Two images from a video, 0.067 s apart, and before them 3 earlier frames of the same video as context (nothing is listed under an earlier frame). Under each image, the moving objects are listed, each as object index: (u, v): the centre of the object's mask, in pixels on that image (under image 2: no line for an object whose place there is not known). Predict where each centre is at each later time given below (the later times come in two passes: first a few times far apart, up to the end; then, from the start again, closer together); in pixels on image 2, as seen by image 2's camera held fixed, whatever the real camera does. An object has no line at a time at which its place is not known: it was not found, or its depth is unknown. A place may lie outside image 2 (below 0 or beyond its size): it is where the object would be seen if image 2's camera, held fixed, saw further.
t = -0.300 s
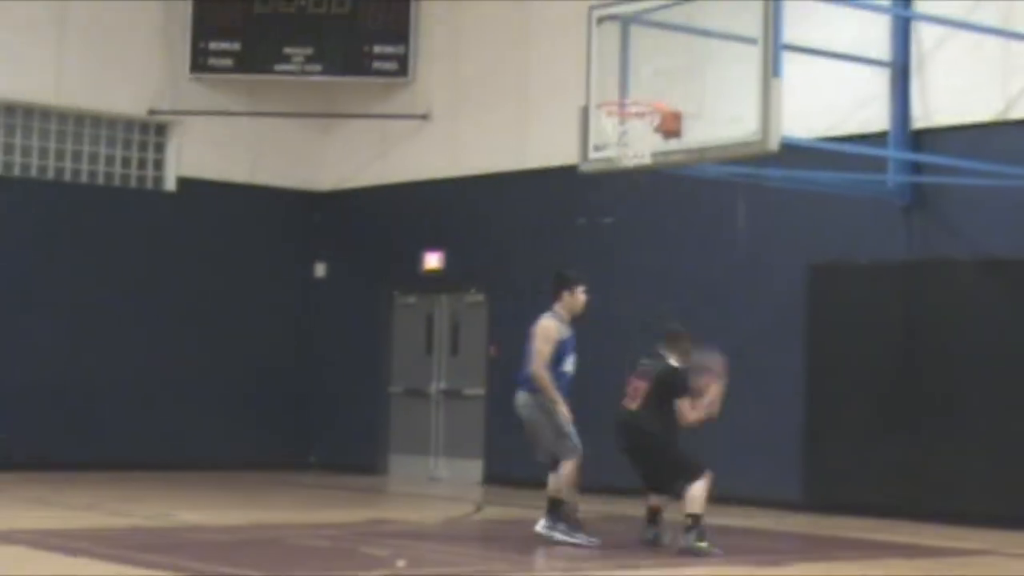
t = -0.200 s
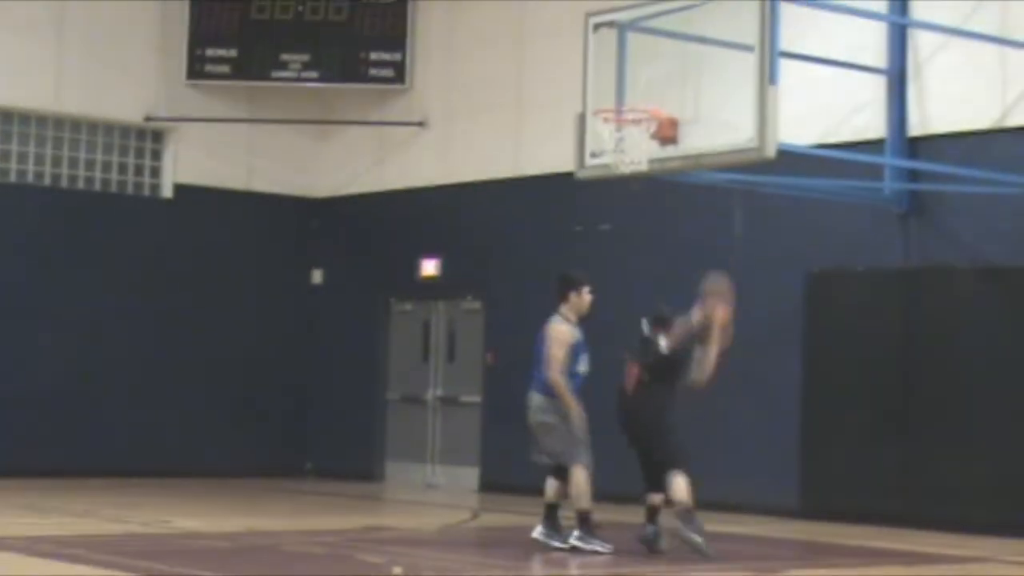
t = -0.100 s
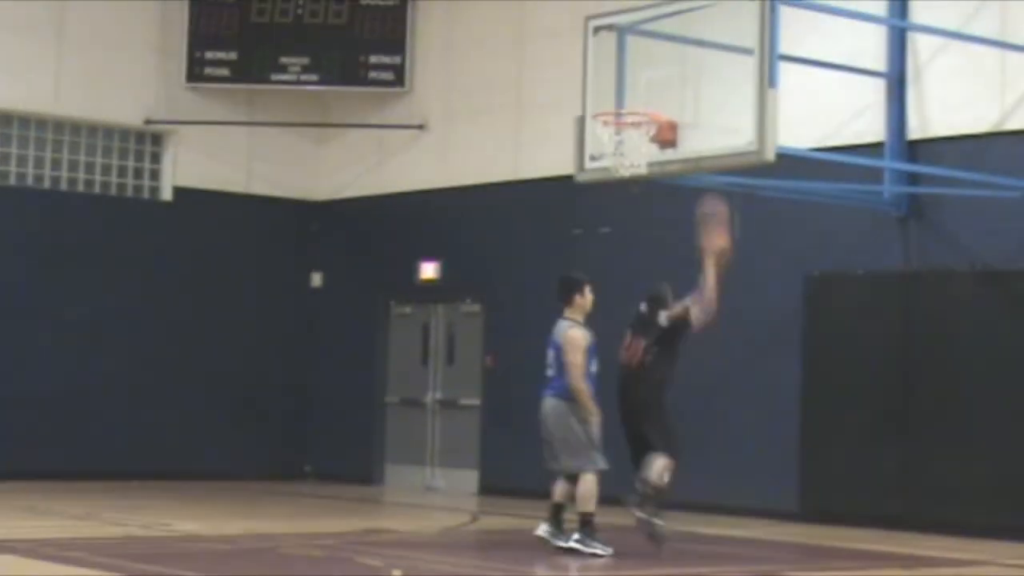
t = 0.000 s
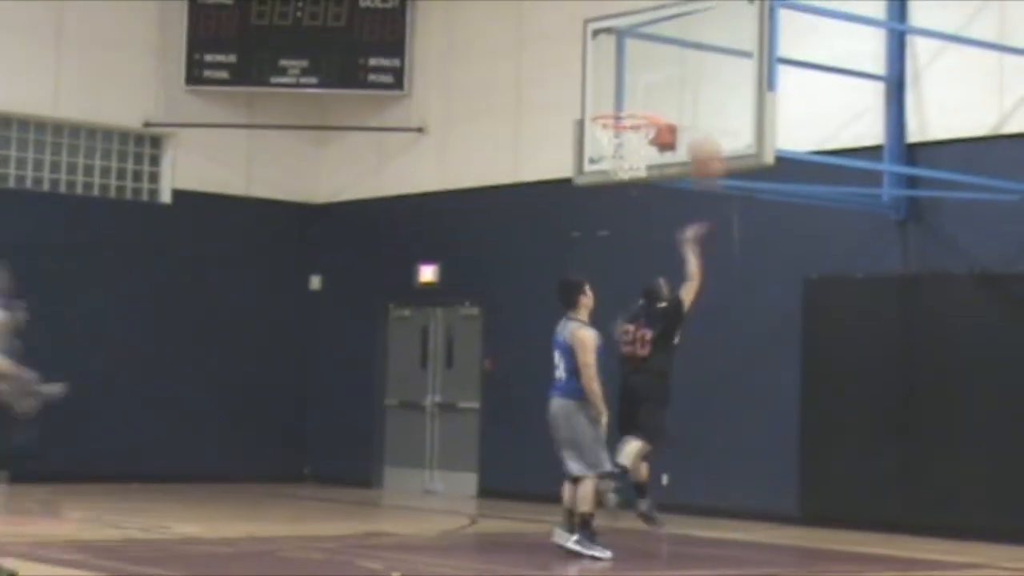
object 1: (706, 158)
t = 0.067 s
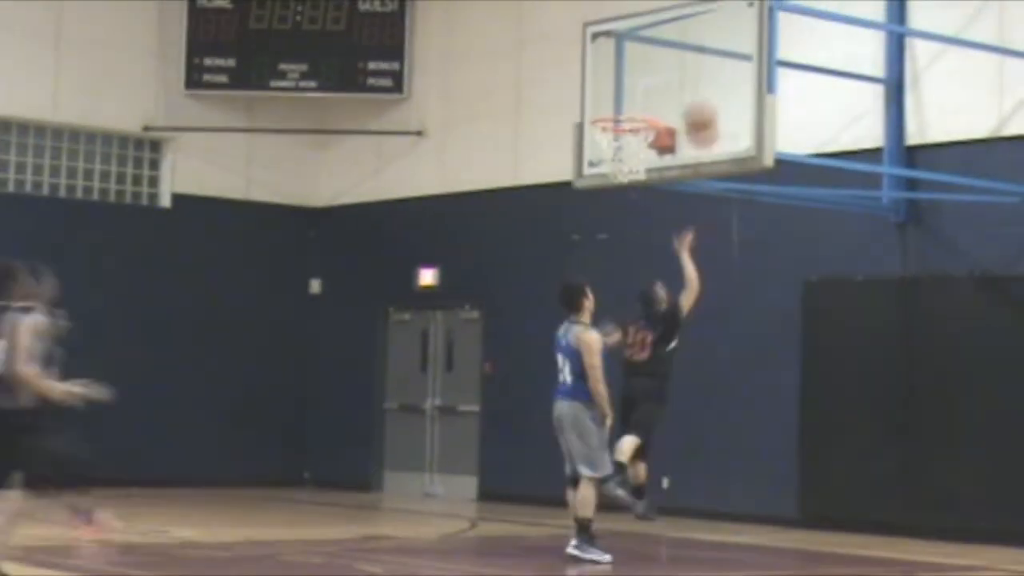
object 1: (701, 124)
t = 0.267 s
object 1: (690, 48)
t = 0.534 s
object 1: (639, 52)
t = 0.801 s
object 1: (600, 88)
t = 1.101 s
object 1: (605, 75)
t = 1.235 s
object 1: (605, 103)
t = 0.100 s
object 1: (699, 107)
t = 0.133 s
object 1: (697, 92)
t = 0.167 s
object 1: (695, 79)
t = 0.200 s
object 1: (693, 67)
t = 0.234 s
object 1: (692, 58)
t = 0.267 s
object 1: (690, 48)
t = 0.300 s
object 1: (685, 43)
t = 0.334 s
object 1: (678, 40)
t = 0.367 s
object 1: (671, 38)
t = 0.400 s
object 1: (665, 37)
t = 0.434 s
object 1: (658, 39)
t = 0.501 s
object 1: (644, 47)
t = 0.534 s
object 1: (639, 52)
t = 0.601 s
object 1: (624, 70)
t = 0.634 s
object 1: (616, 81)
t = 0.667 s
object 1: (609, 91)
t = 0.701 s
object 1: (600, 104)
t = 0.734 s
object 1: (599, 103)
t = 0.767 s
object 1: (599, 94)
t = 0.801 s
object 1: (600, 88)
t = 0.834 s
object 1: (600, 81)
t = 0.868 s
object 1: (600, 76)
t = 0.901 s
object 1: (601, 71)
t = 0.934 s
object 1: (602, 68)
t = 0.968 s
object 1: (602, 66)
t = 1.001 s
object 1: (603, 66)
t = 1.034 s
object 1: (603, 68)
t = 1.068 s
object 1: (602, 71)
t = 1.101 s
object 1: (605, 75)
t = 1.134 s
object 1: (605, 80)
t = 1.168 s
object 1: (605, 88)
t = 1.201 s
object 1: (606, 96)
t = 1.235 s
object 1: (605, 103)
